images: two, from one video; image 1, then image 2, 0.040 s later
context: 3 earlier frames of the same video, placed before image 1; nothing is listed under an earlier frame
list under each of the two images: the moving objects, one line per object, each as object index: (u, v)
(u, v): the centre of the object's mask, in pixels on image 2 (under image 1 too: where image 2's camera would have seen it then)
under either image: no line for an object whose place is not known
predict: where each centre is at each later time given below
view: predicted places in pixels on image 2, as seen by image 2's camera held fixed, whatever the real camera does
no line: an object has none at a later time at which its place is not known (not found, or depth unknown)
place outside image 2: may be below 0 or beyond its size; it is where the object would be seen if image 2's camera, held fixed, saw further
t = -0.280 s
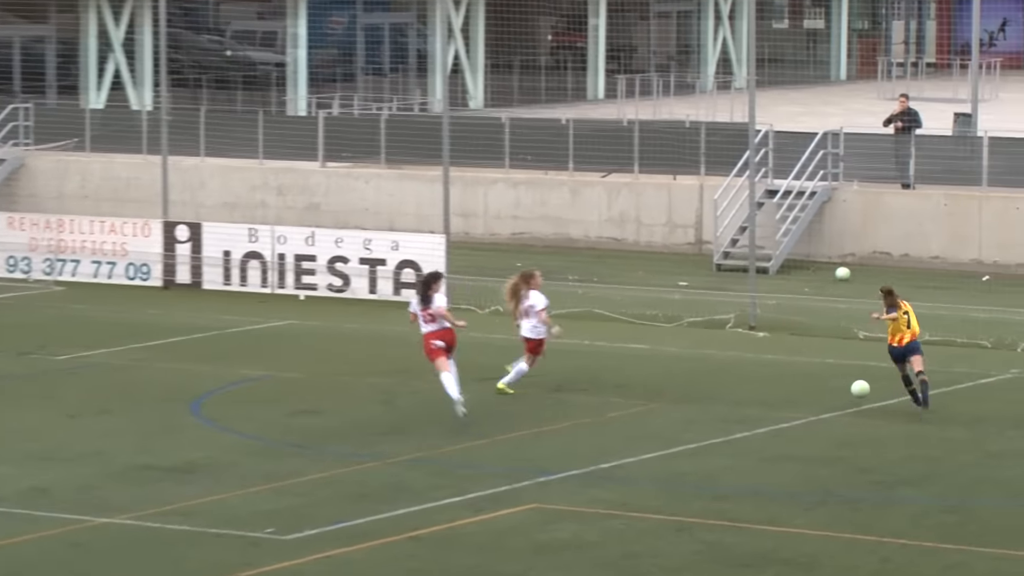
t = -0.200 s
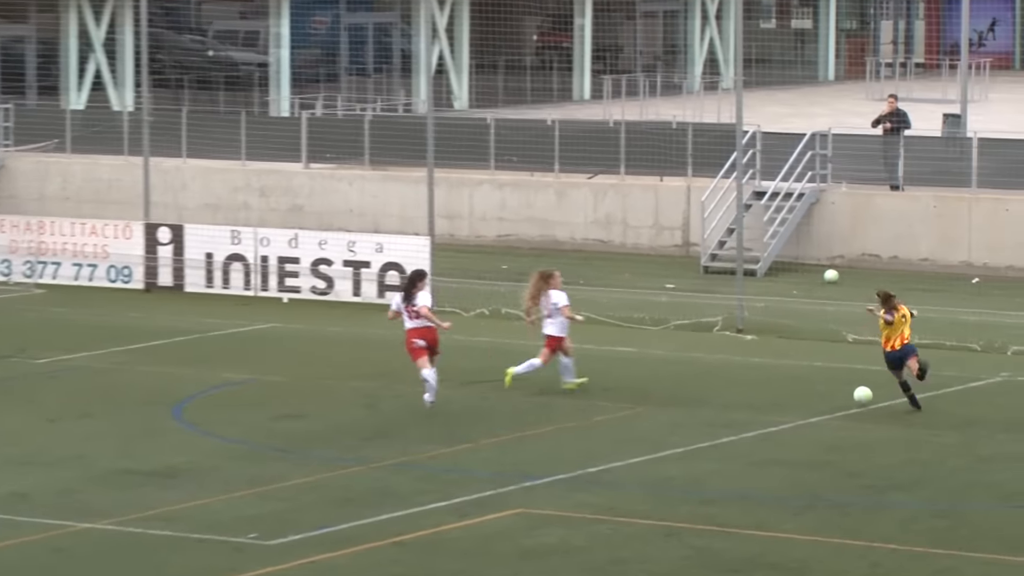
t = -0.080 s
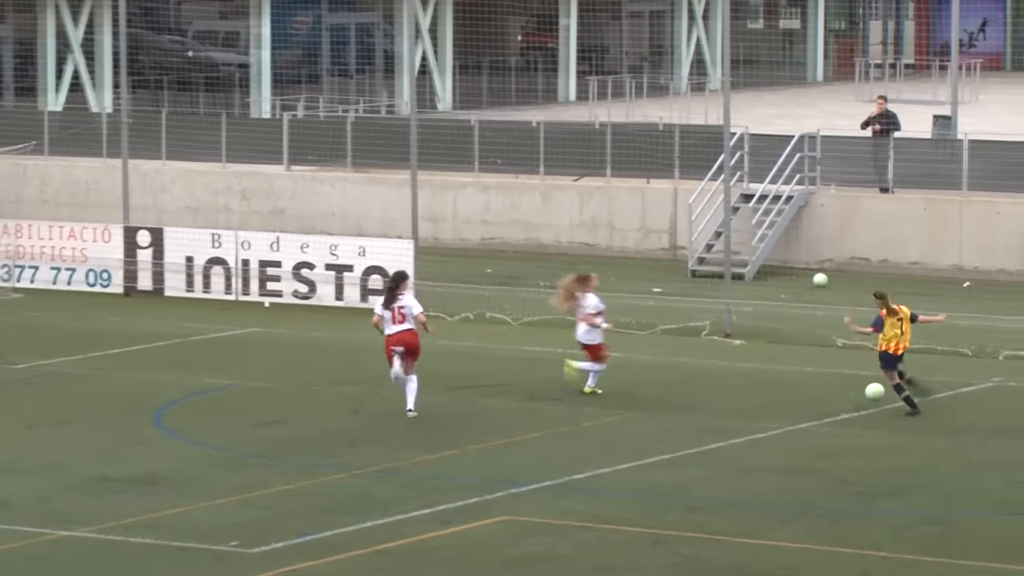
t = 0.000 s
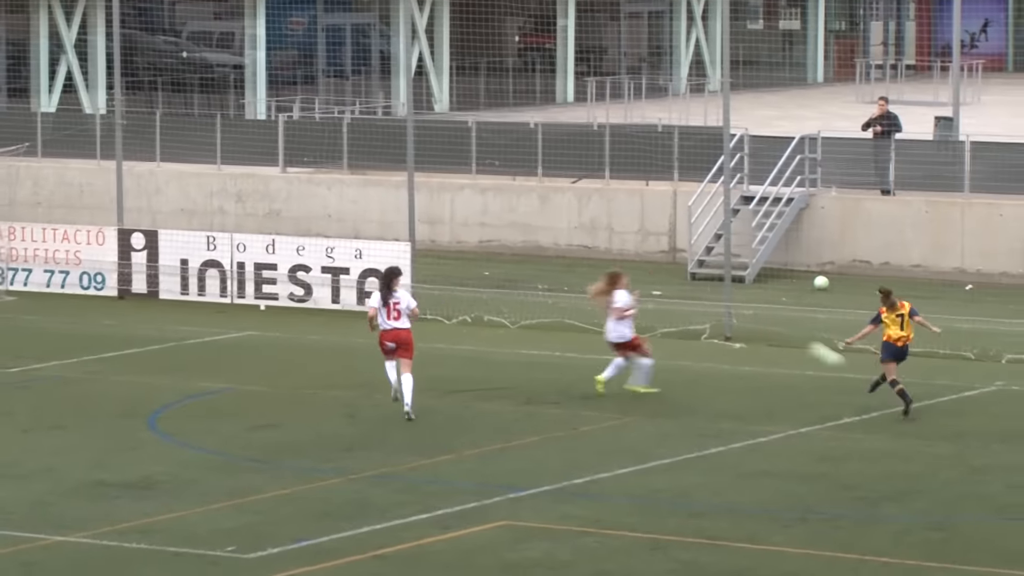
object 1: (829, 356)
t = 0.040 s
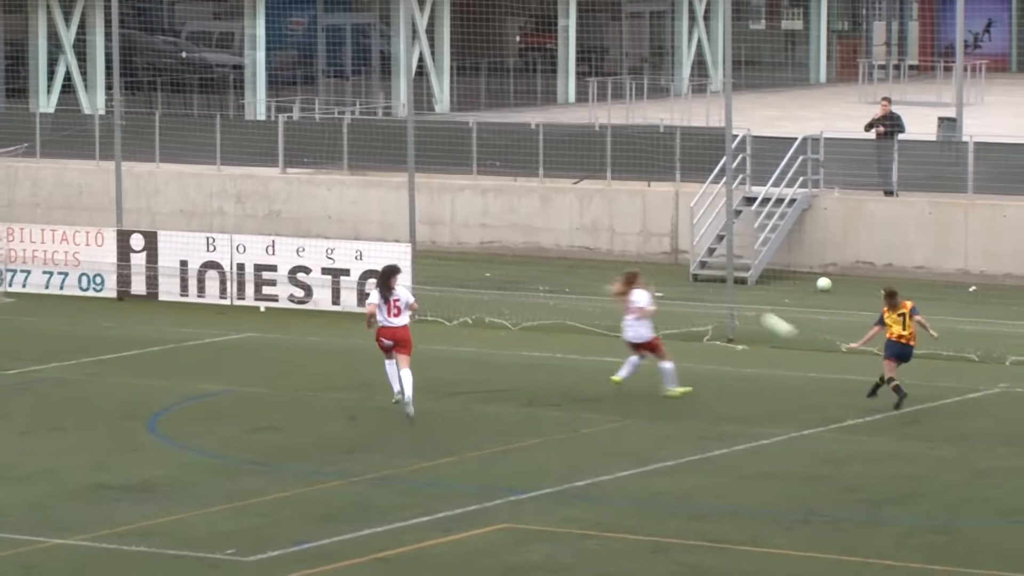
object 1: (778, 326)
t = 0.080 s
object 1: (728, 295)
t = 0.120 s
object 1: (679, 267)
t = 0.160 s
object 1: (631, 240)
